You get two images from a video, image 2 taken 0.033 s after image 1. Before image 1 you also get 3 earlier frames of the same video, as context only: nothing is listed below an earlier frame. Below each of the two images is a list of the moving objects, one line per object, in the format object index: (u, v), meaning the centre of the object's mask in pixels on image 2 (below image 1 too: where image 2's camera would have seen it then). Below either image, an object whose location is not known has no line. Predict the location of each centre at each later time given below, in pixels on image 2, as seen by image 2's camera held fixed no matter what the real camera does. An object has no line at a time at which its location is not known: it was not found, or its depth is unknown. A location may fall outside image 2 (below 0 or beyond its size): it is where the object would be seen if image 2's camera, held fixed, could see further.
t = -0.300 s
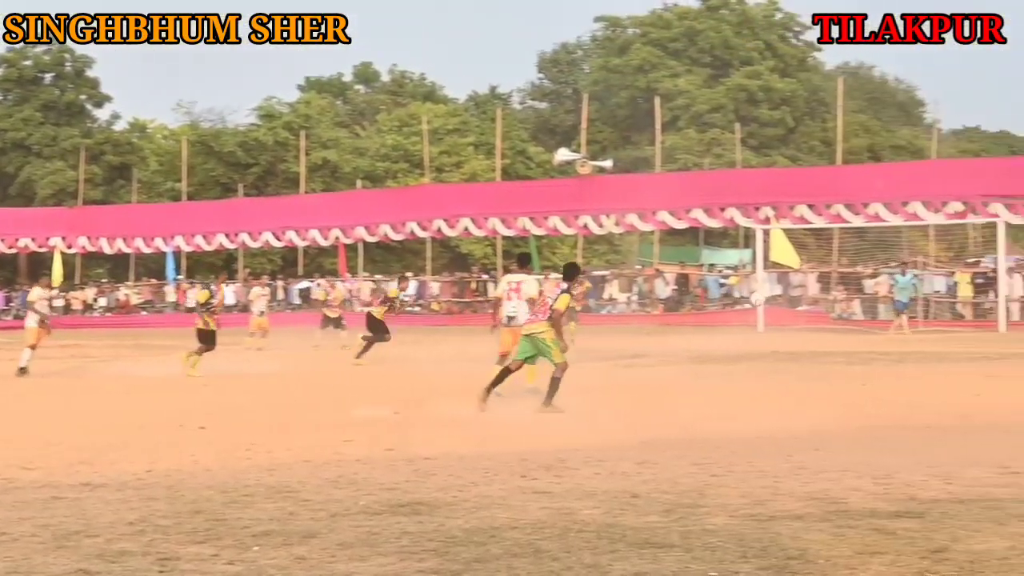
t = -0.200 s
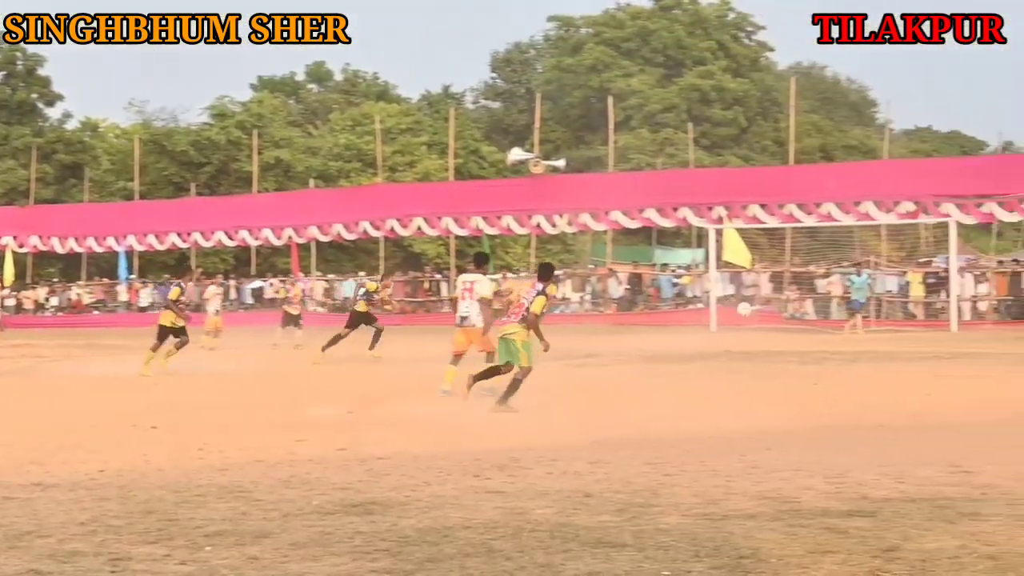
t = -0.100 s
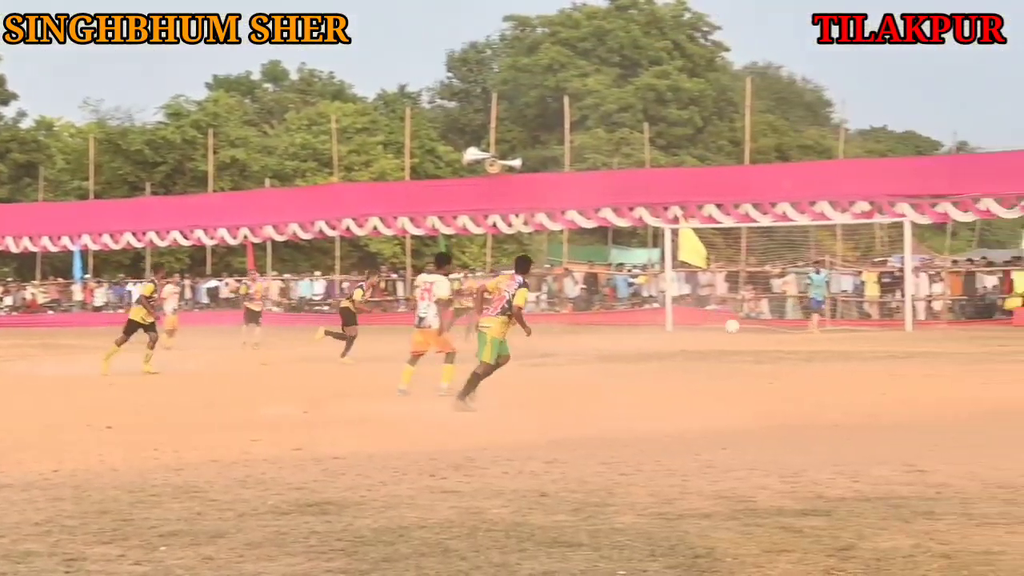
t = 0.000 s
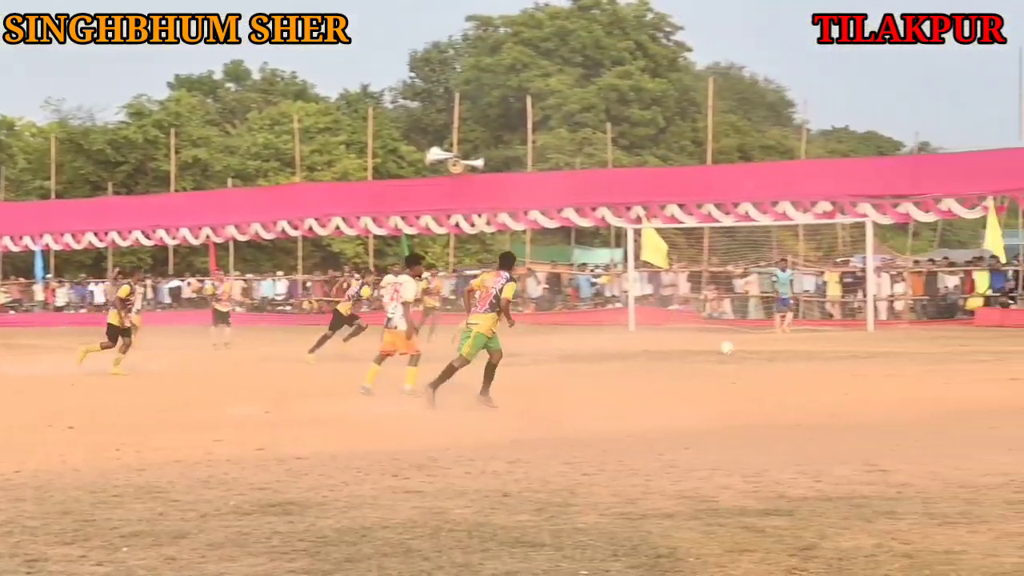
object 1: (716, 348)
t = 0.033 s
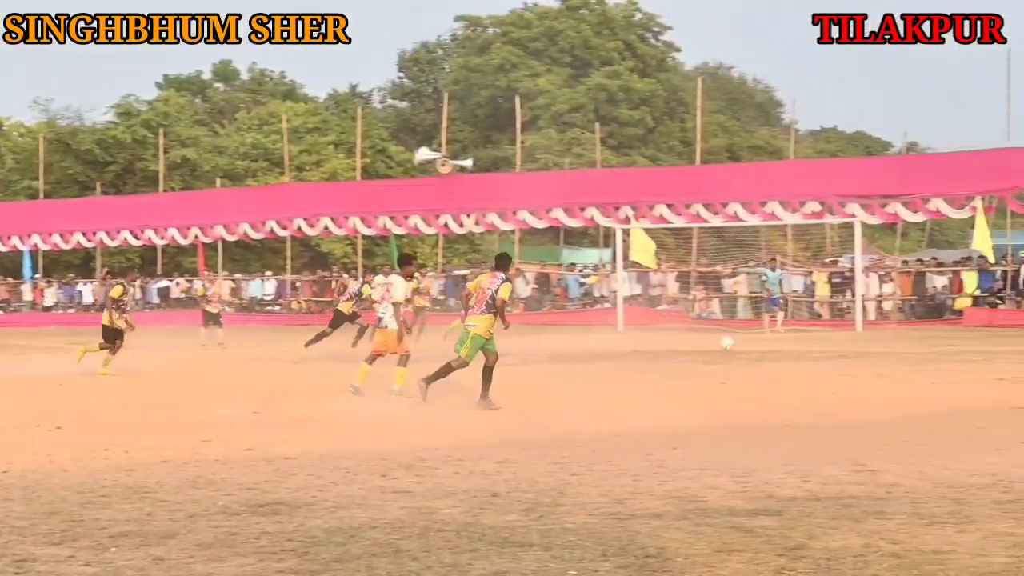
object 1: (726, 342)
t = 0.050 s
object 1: (731, 339)
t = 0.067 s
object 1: (736, 337)
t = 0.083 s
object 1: (742, 335)
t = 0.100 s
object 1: (747, 333)
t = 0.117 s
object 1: (752, 332)
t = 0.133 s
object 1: (757, 330)
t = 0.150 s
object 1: (762, 329)
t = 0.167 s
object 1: (767, 328)
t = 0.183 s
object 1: (772, 327)
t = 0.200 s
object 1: (777, 326)
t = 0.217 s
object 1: (782, 325)
